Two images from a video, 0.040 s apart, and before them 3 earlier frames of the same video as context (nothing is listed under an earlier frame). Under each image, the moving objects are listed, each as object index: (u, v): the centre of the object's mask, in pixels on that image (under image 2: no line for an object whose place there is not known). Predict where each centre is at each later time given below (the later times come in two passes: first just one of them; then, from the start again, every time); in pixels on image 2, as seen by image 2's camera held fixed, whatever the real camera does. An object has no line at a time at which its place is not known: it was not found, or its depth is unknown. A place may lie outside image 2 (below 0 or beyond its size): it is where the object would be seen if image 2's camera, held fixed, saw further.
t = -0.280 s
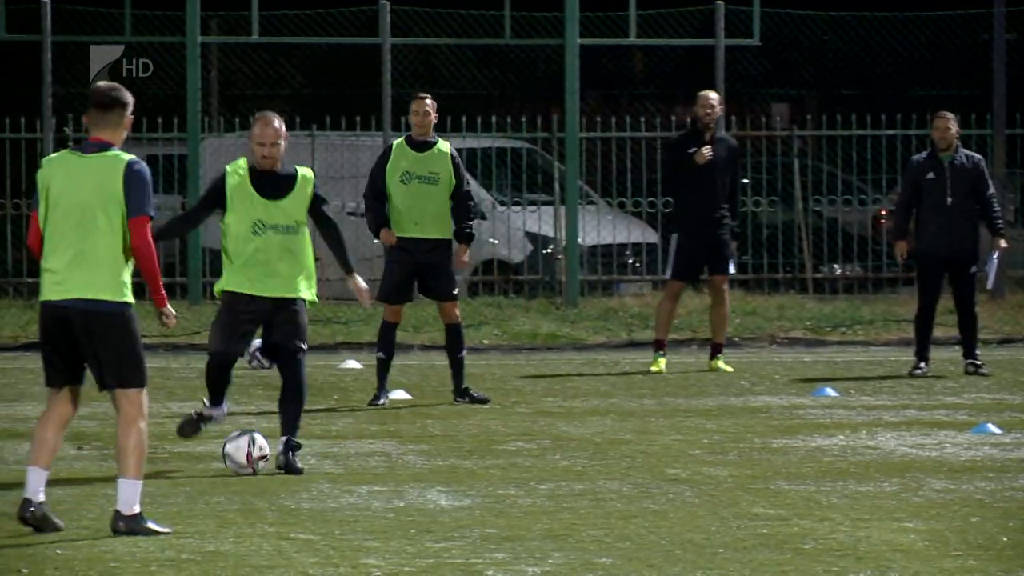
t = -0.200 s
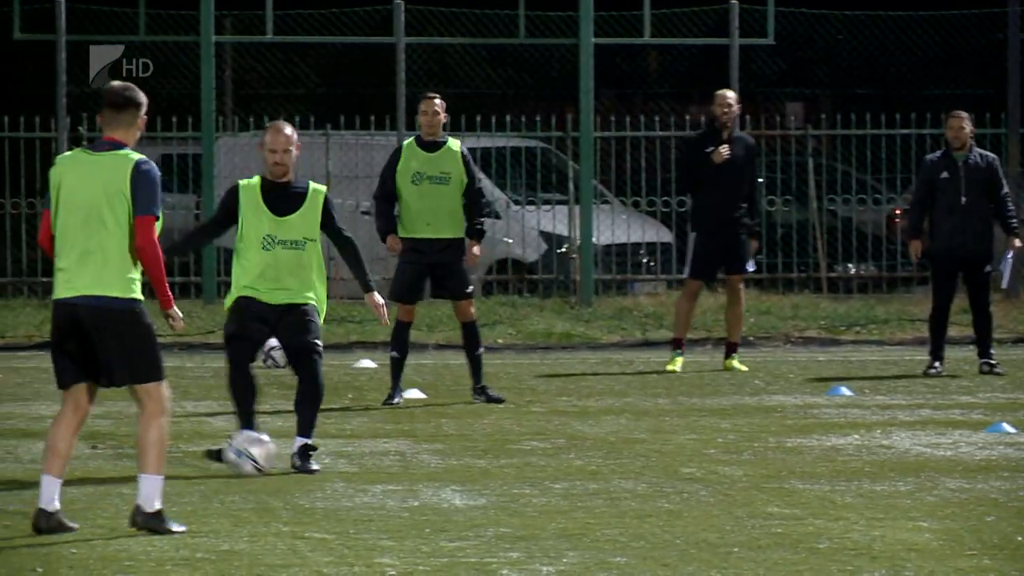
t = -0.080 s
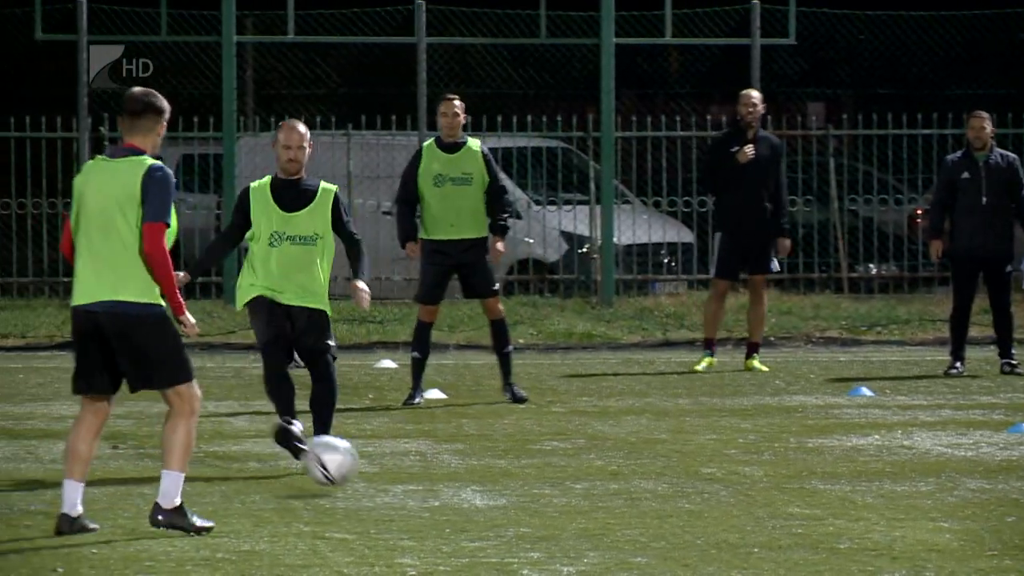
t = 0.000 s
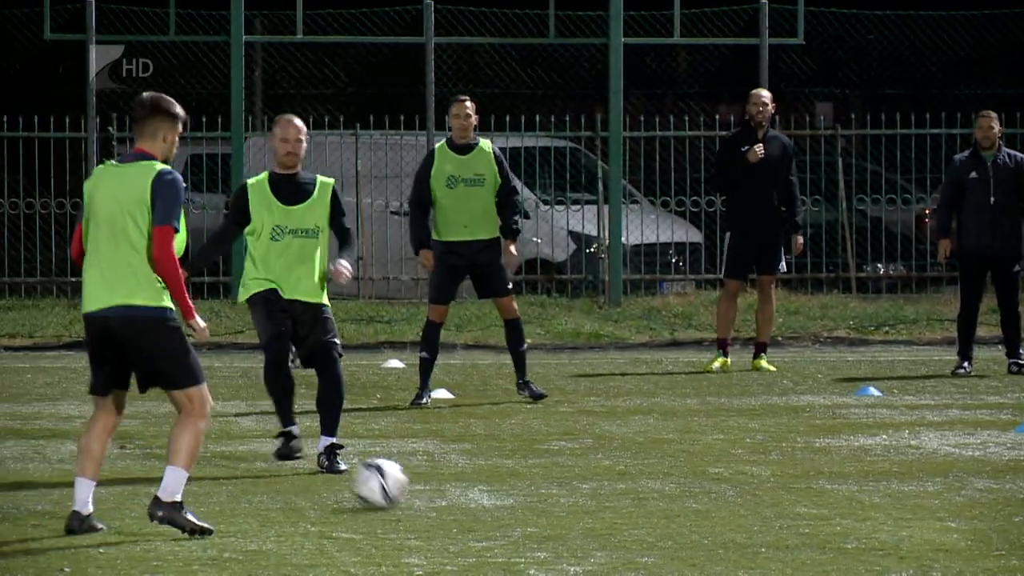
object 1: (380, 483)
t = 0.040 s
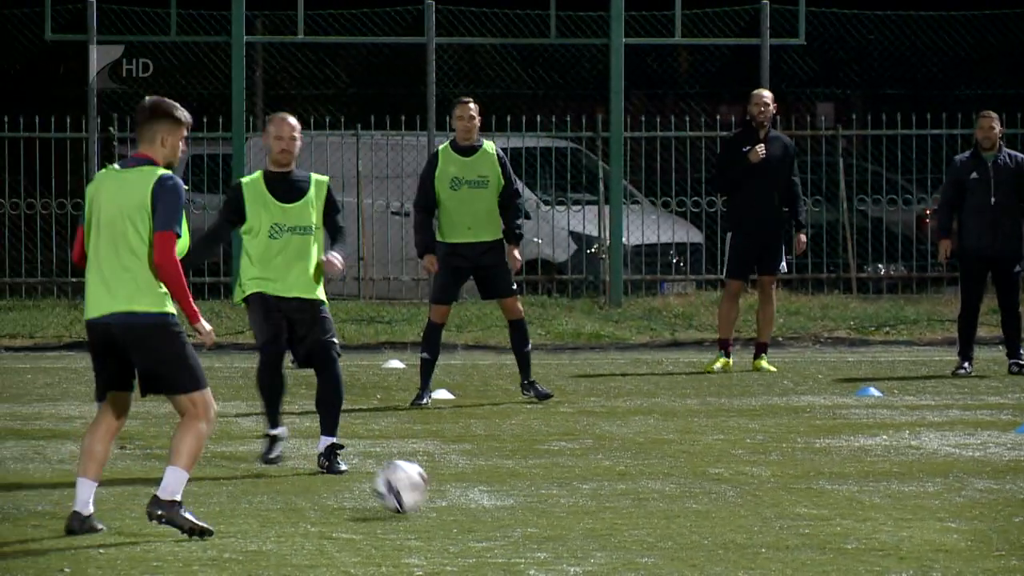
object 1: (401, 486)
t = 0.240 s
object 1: (511, 505)
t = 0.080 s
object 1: (422, 491)
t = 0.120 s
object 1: (444, 501)
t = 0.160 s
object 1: (467, 506)
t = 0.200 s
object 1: (489, 503)
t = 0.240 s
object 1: (511, 505)
